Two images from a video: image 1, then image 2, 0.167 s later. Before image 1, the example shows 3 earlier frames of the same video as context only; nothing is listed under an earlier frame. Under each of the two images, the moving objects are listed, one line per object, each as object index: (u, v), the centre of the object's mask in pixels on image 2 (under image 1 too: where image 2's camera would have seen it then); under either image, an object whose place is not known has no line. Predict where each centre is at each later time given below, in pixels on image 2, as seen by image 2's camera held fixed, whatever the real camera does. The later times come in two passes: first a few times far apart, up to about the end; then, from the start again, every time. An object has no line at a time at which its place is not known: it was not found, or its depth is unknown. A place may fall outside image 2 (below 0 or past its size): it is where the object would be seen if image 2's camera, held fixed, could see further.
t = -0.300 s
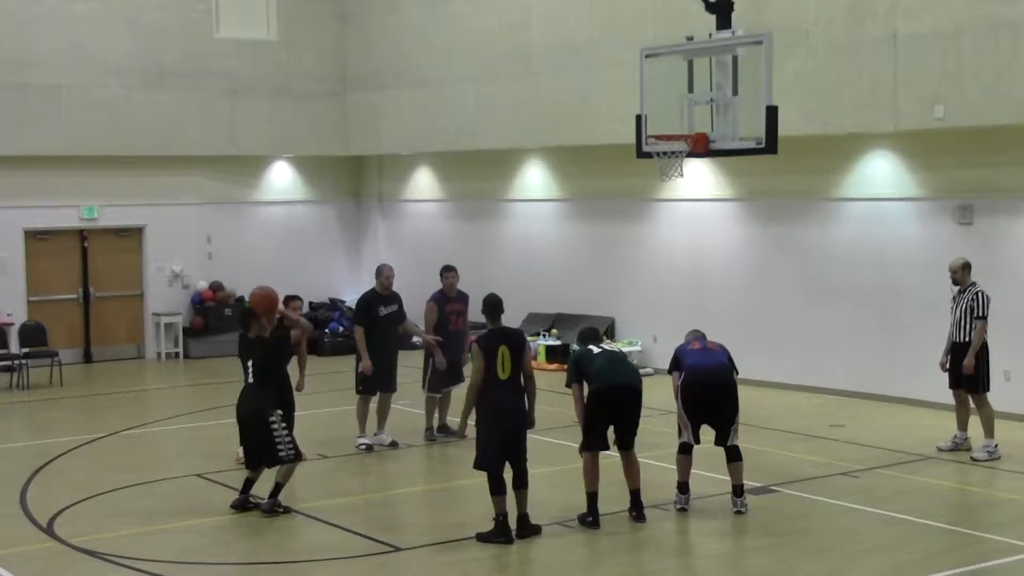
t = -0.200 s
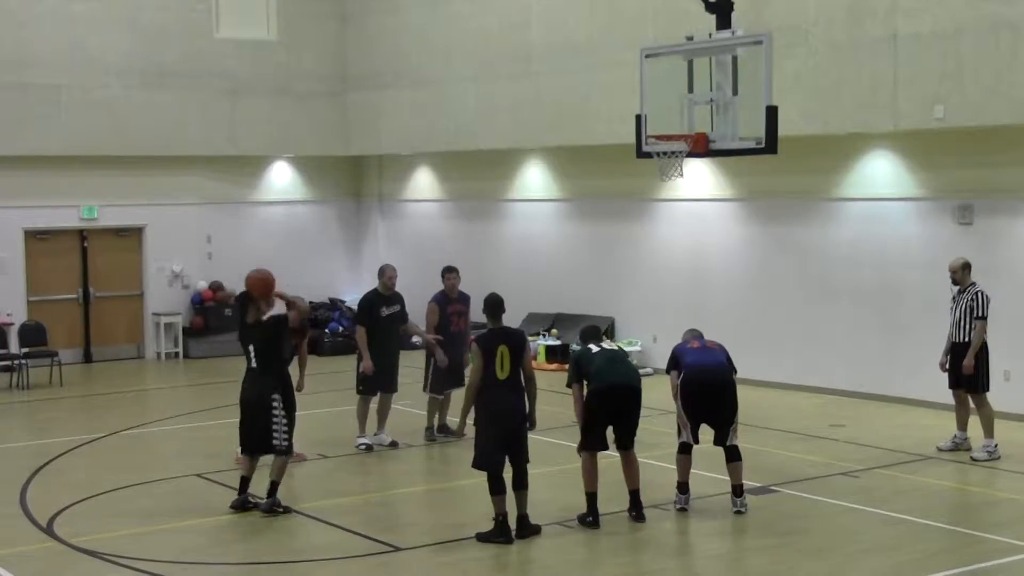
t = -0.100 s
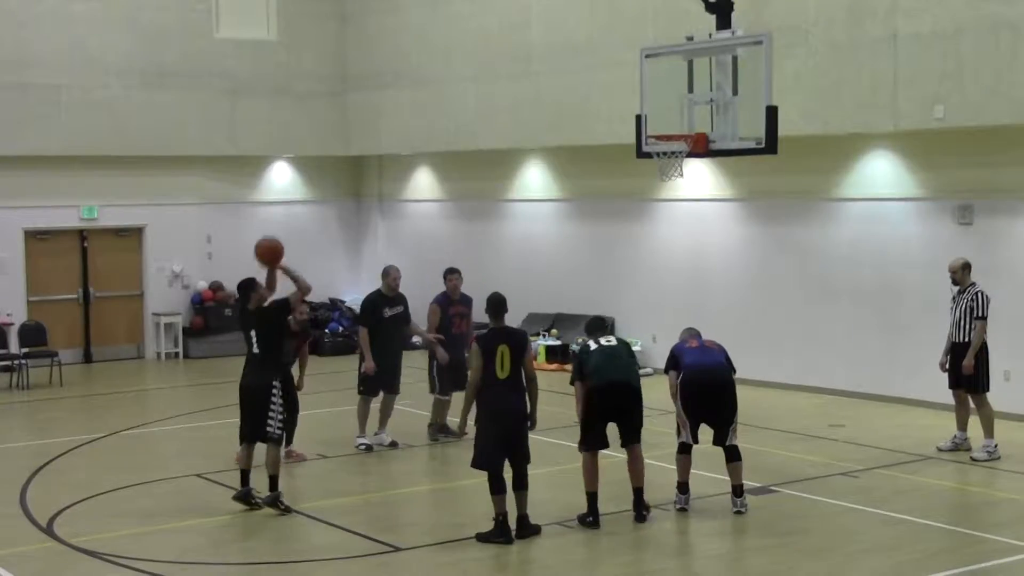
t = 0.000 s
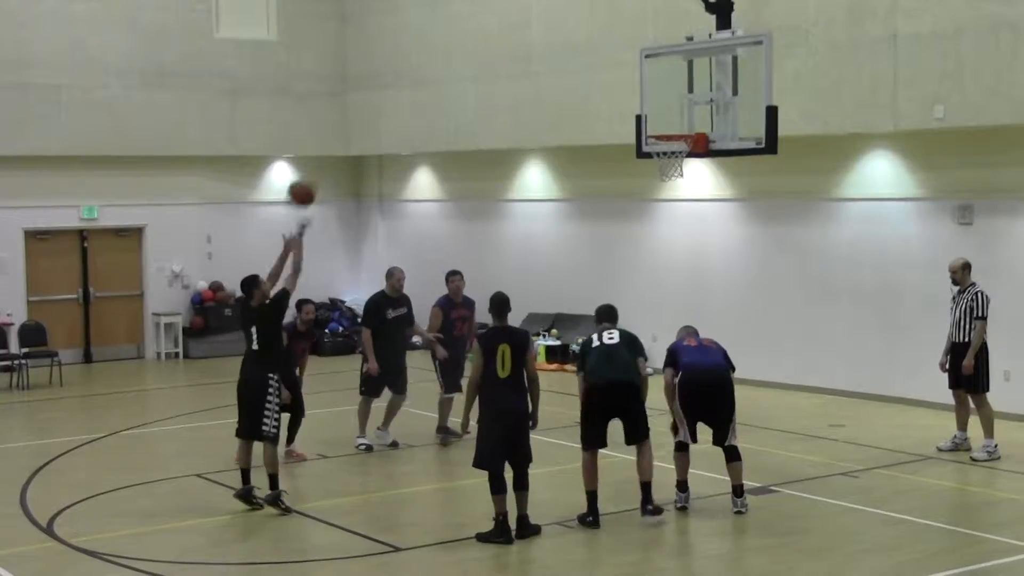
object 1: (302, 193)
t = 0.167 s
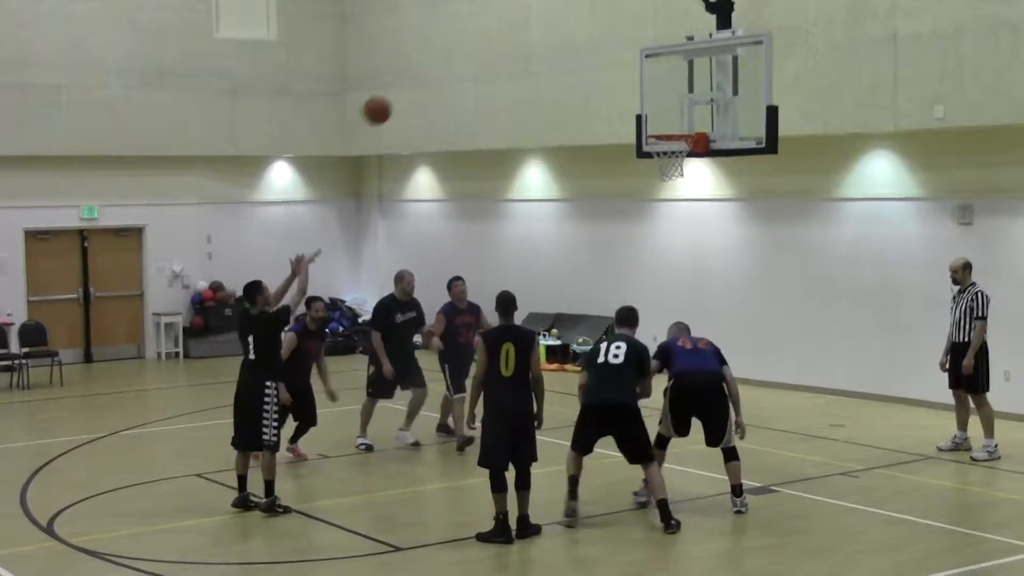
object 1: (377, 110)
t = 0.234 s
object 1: (405, 88)
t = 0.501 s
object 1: (516, 51)
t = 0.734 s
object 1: (603, 82)
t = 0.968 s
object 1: (645, 103)
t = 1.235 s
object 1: (631, 83)
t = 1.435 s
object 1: (620, 118)
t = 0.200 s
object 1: (391, 98)
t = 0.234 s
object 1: (405, 88)
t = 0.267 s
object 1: (420, 78)
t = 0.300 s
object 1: (434, 70)
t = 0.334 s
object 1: (448, 64)
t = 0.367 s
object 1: (462, 59)
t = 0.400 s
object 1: (476, 55)
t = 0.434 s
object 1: (489, 52)
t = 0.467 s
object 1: (503, 51)
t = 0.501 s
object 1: (516, 51)
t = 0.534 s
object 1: (528, 52)
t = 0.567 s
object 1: (541, 54)
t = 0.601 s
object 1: (554, 58)
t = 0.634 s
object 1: (566, 62)
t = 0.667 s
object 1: (578, 68)
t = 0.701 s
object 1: (591, 75)
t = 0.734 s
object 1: (603, 82)
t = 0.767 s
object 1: (615, 91)
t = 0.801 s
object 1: (627, 101)
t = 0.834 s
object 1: (638, 113)
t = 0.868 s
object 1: (650, 123)
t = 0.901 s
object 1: (650, 118)
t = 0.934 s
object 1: (647, 110)
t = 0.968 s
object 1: (645, 103)
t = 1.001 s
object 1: (644, 96)
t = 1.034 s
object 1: (642, 91)
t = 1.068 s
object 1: (640, 87)
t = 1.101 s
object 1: (638, 84)
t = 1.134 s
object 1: (636, 82)
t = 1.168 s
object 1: (634, 81)
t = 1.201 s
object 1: (633, 82)
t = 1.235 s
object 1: (631, 83)
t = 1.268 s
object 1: (629, 86)
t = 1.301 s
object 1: (627, 90)
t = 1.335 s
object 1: (626, 95)
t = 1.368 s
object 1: (623, 102)
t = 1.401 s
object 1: (622, 109)
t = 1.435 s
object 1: (620, 118)
